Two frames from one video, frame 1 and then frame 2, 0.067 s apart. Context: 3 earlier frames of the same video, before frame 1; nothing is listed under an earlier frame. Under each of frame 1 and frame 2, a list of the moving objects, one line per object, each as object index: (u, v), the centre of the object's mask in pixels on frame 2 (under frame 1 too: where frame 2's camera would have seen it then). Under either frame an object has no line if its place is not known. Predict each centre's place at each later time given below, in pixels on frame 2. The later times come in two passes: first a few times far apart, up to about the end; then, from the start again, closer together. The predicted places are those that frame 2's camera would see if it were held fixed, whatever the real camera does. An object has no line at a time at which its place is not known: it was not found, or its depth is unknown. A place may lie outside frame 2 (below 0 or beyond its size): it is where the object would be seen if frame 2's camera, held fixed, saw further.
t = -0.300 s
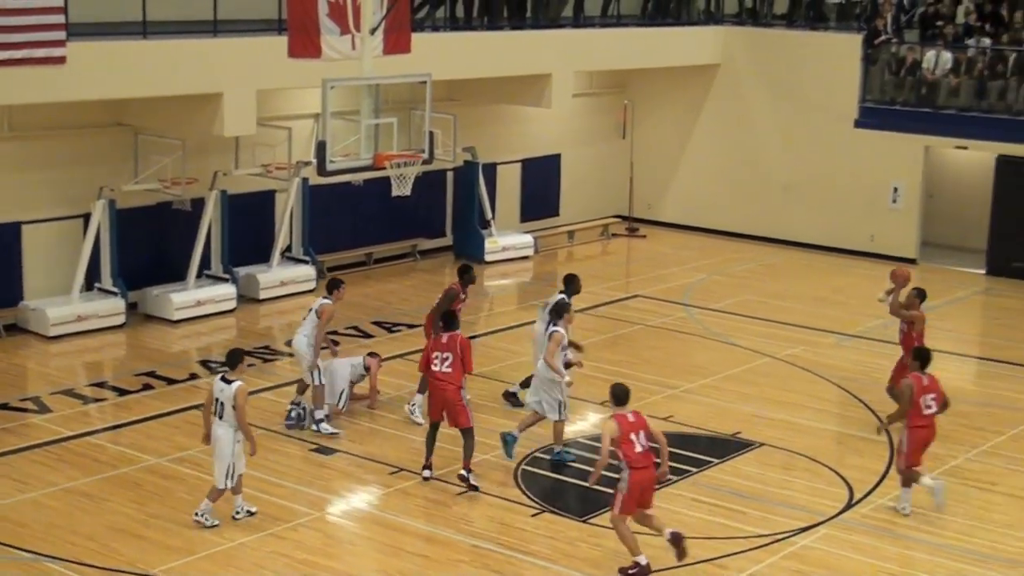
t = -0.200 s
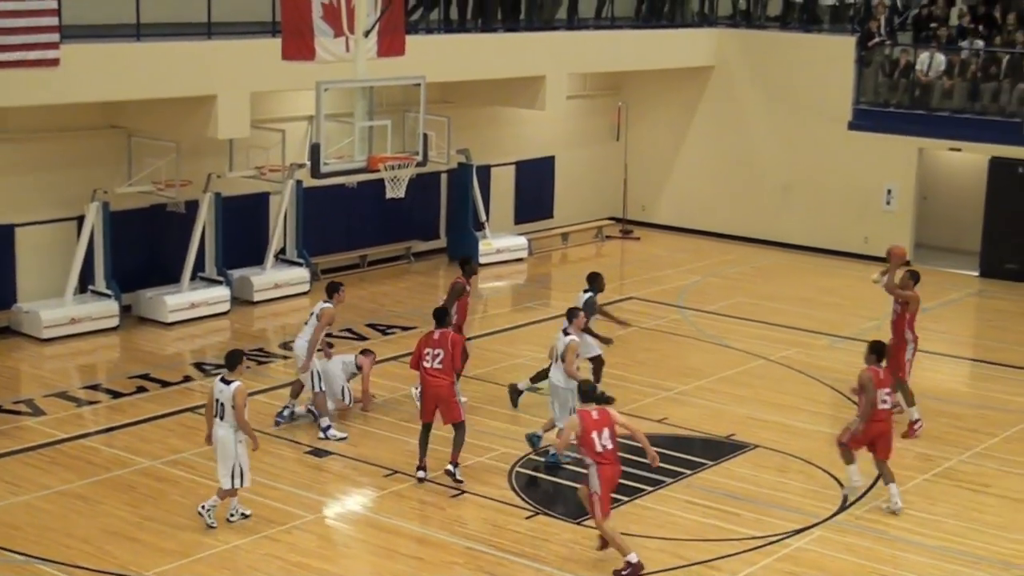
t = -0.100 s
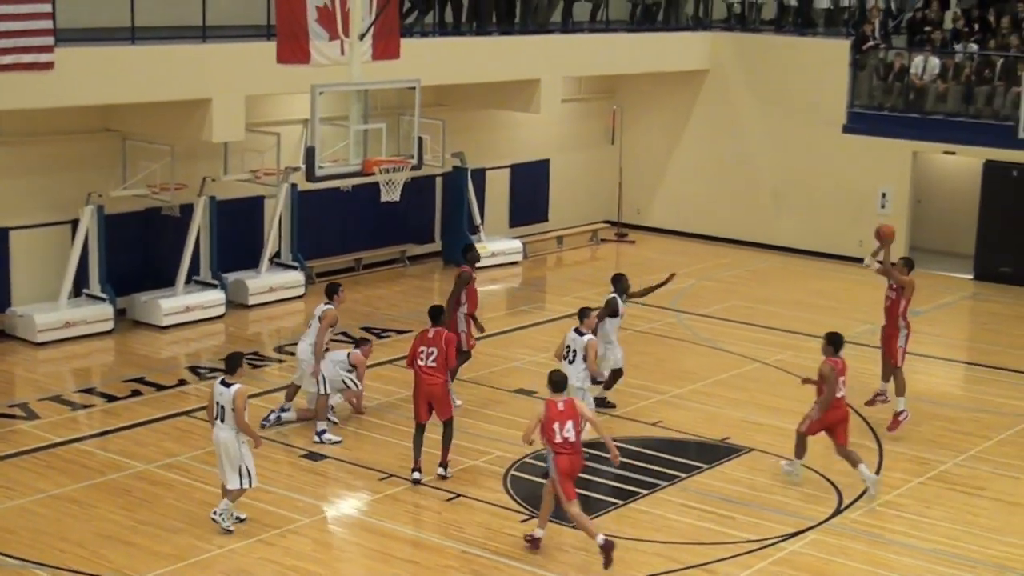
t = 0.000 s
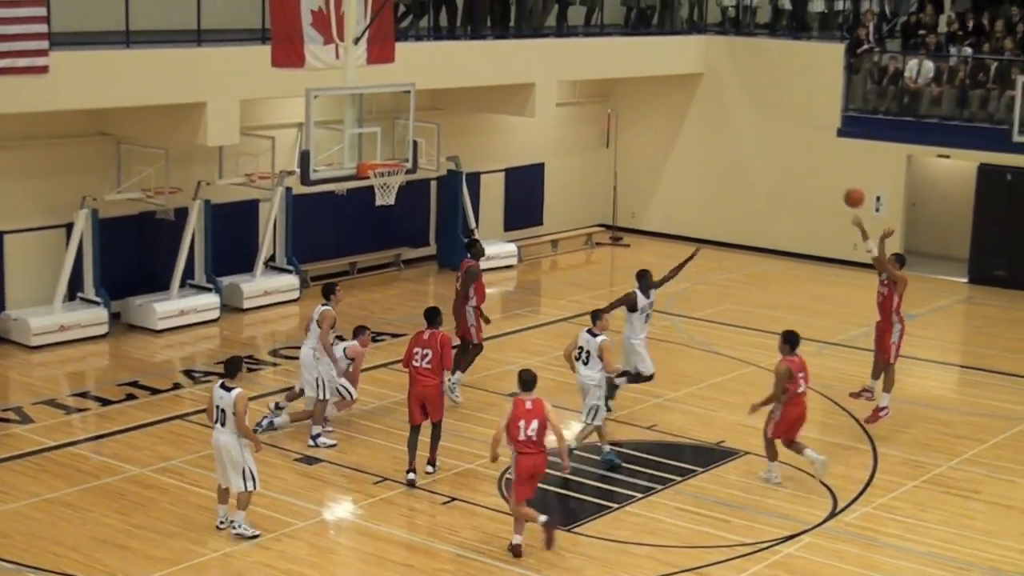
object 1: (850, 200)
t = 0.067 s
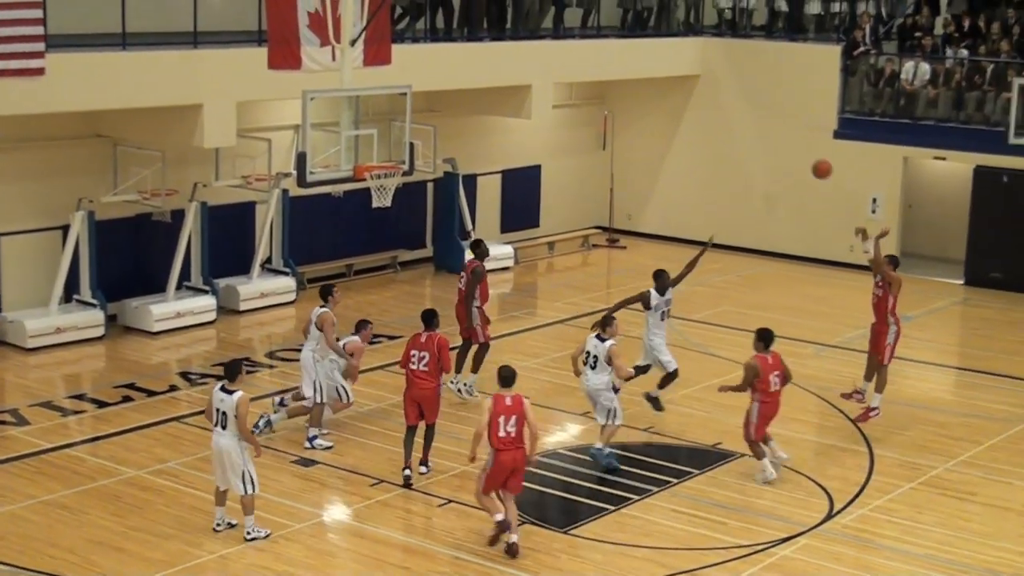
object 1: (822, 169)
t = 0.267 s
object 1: (736, 100)
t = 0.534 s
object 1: (619, 59)
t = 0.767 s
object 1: (516, 73)
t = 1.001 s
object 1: (415, 132)
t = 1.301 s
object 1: (392, 255)
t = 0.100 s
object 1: (808, 155)
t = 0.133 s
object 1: (793, 142)
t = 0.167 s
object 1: (779, 130)
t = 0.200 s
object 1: (765, 119)
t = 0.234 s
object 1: (750, 109)
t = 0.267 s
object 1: (736, 100)
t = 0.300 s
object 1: (721, 91)
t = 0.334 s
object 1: (706, 84)
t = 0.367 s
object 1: (692, 77)
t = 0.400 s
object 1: (678, 72)
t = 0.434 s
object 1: (662, 68)
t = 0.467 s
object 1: (648, 64)
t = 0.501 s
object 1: (634, 61)
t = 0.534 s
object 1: (619, 59)
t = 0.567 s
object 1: (604, 59)
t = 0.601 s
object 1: (589, 59)
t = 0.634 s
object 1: (575, 60)
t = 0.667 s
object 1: (560, 62)
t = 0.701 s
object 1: (545, 65)
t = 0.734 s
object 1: (531, 69)
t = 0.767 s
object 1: (516, 73)
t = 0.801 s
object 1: (501, 79)
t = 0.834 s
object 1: (487, 86)
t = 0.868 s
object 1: (472, 93)
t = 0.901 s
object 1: (457, 102)
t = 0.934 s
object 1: (443, 111)
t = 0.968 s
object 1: (430, 121)
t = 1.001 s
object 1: (415, 132)
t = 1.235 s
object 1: (386, 225)
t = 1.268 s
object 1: (389, 240)
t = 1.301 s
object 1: (392, 255)
